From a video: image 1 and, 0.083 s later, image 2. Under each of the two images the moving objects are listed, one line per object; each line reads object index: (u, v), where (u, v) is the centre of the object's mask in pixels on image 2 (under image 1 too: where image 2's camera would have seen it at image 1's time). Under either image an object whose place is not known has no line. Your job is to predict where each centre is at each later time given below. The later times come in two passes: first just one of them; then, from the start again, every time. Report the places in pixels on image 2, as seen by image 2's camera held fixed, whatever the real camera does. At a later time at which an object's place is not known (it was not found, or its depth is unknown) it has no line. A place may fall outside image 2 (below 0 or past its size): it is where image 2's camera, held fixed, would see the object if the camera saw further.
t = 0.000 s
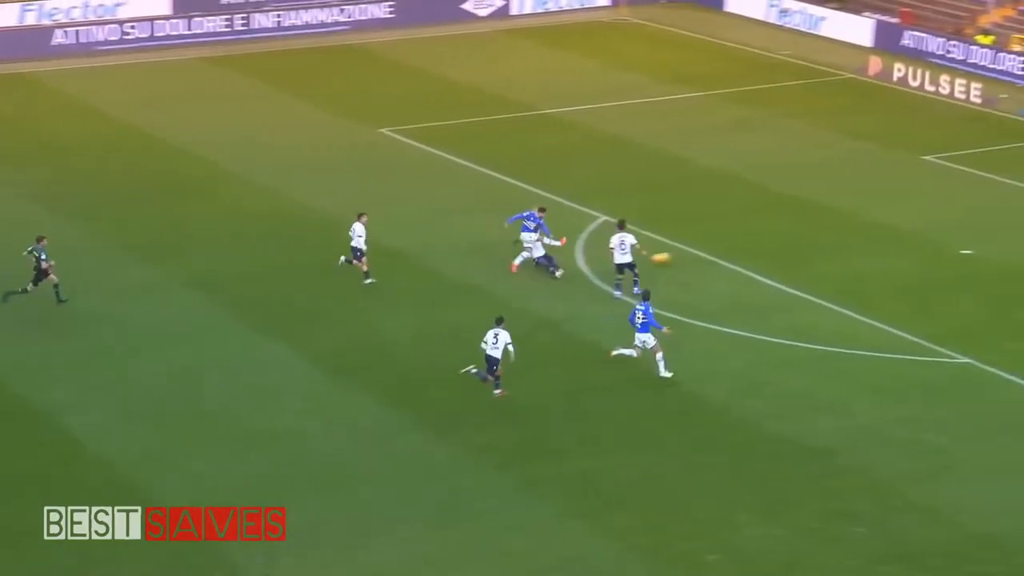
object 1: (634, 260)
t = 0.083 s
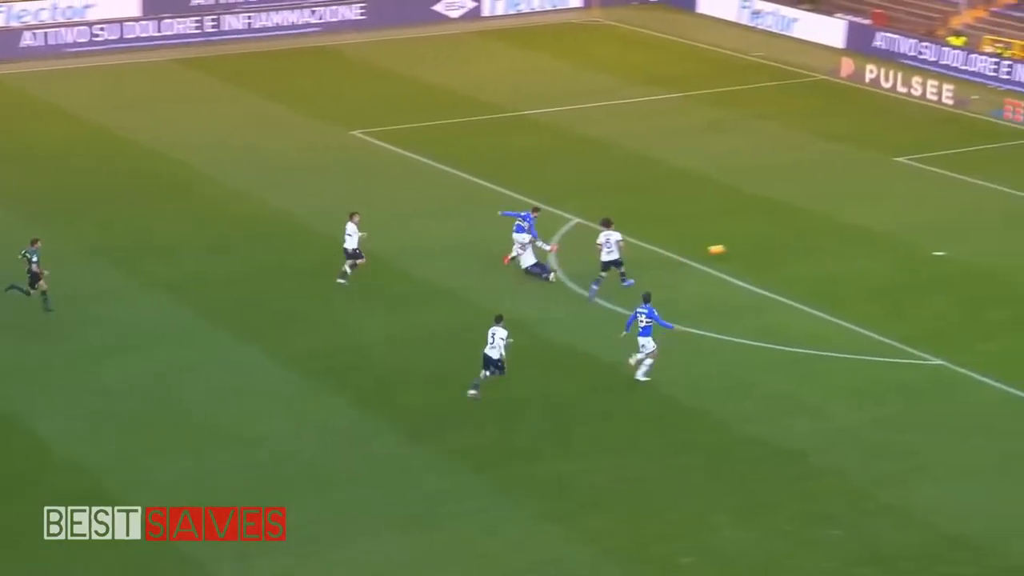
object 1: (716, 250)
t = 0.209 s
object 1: (829, 237)
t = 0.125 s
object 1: (755, 245)
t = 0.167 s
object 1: (793, 242)
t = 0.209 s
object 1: (829, 237)
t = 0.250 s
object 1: (864, 231)
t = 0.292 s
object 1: (897, 226)
